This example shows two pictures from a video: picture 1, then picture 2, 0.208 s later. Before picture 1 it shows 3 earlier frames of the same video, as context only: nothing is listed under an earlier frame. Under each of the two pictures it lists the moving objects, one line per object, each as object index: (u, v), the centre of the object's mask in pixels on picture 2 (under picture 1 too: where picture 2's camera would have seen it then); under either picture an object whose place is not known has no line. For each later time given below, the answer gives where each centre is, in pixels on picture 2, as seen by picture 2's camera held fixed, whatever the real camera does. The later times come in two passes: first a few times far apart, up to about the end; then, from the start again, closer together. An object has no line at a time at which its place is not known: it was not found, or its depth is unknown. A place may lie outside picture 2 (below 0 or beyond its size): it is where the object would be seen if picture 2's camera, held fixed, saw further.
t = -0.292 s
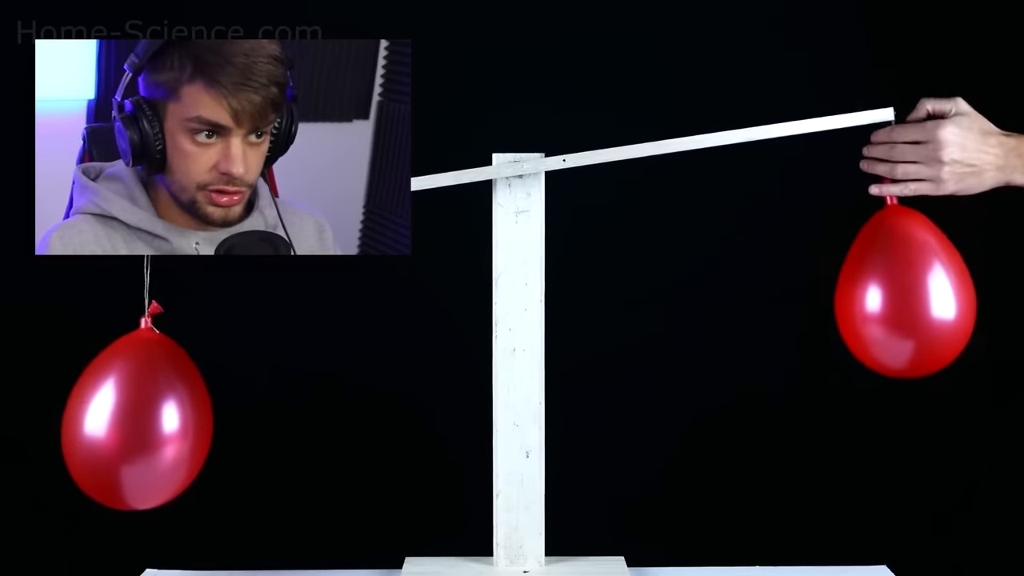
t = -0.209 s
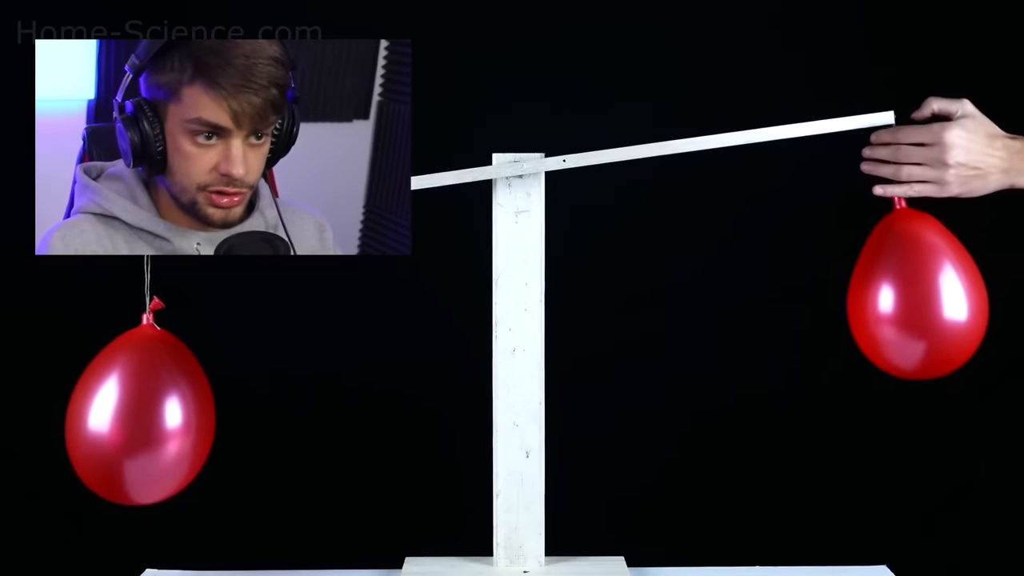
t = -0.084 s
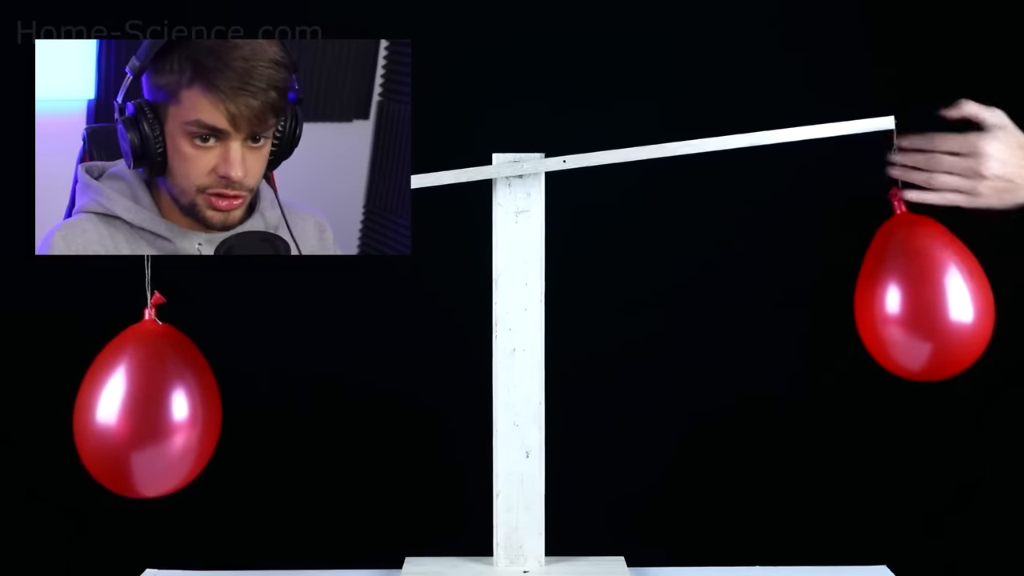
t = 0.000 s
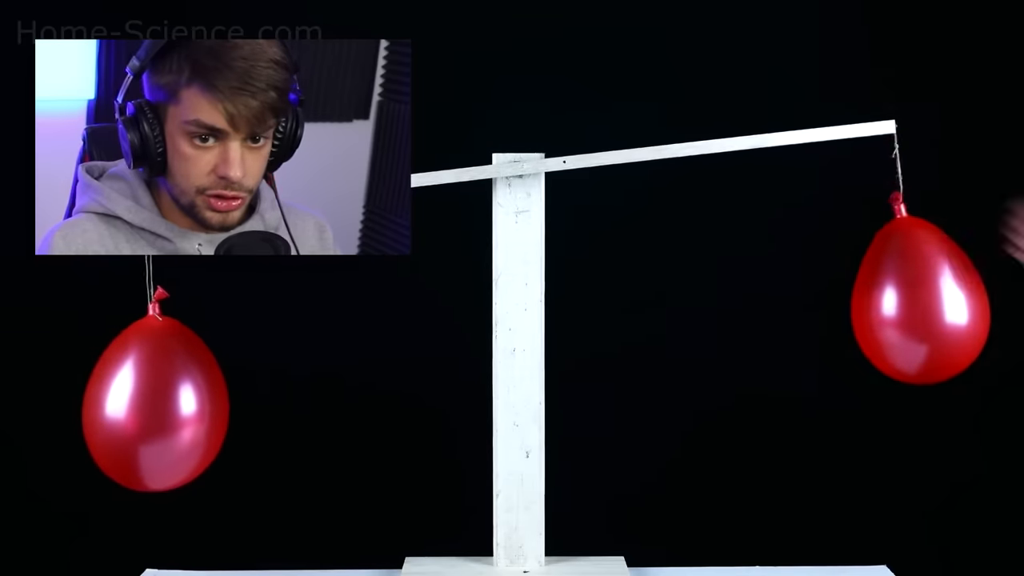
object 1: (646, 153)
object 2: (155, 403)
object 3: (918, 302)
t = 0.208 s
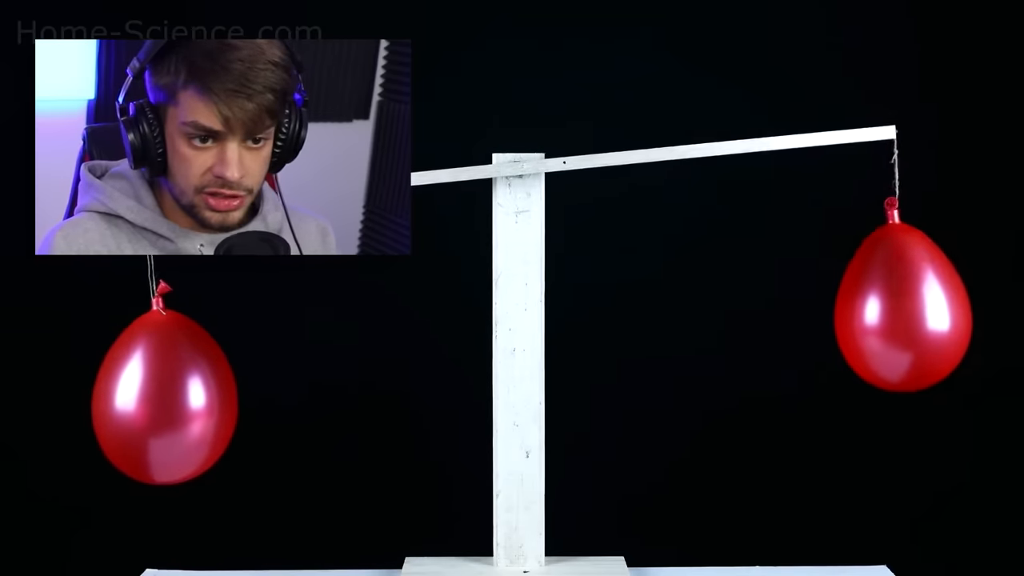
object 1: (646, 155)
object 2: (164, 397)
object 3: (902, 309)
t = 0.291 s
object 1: (646, 156)
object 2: (166, 392)
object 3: (887, 314)
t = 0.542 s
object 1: (646, 160)
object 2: (157, 388)
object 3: (874, 323)
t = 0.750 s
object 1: (647, 161)
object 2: (144, 384)
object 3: (887, 330)
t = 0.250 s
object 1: (647, 156)
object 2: (166, 393)
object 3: (890, 313)
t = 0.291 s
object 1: (646, 156)
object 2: (166, 392)
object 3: (887, 314)
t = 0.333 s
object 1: (646, 157)
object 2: (166, 392)
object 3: (885, 315)
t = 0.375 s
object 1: (646, 157)
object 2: (166, 392)
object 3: (882, 315)
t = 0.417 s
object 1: (646, 158)
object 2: (164, 390)
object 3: (876, 318)
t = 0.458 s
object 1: (646, 158)
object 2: (163, 390)
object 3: (875, 320)
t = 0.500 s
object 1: (646, 159)
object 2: (161, 389)
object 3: (873, 321)
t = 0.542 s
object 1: (646, 160)
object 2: (157, 388)
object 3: (874, 323)
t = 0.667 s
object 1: (646, 161)
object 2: (149, 386)
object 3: (880, 328)
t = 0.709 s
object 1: (647, 161)
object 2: (147, 386)
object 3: (882, 328)
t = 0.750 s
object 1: (647, 161)
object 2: (144, 384)
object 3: (887, 330)
